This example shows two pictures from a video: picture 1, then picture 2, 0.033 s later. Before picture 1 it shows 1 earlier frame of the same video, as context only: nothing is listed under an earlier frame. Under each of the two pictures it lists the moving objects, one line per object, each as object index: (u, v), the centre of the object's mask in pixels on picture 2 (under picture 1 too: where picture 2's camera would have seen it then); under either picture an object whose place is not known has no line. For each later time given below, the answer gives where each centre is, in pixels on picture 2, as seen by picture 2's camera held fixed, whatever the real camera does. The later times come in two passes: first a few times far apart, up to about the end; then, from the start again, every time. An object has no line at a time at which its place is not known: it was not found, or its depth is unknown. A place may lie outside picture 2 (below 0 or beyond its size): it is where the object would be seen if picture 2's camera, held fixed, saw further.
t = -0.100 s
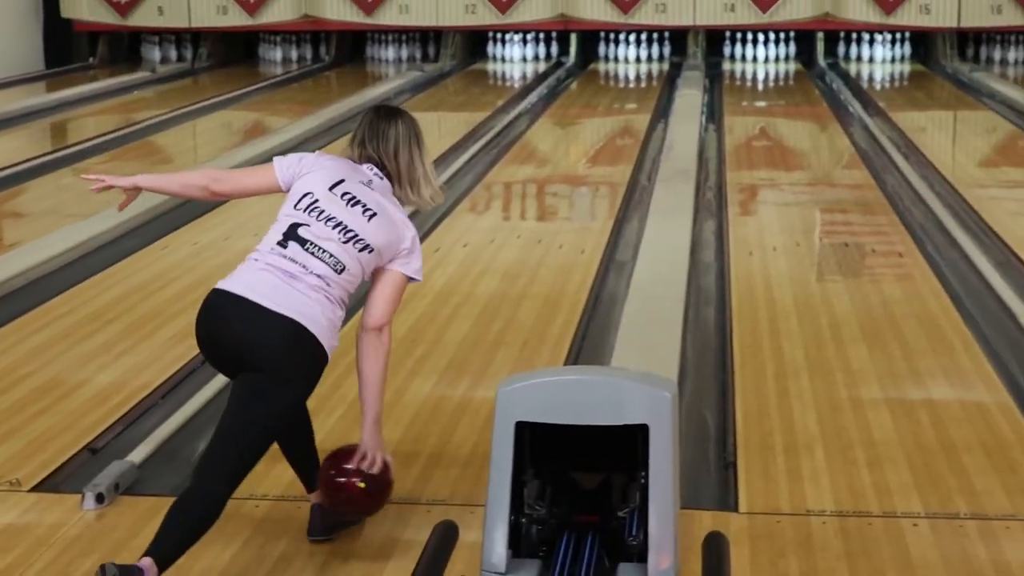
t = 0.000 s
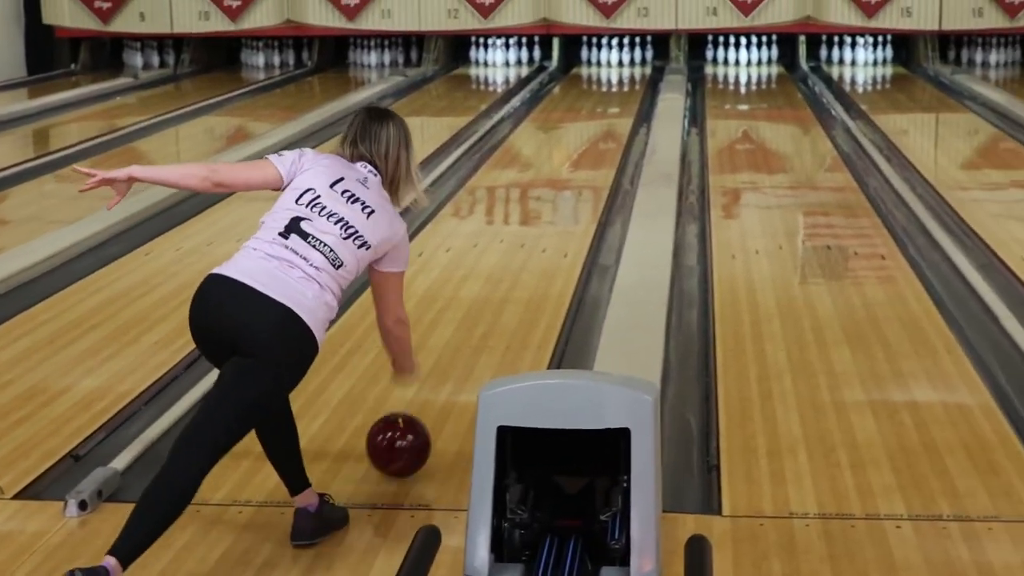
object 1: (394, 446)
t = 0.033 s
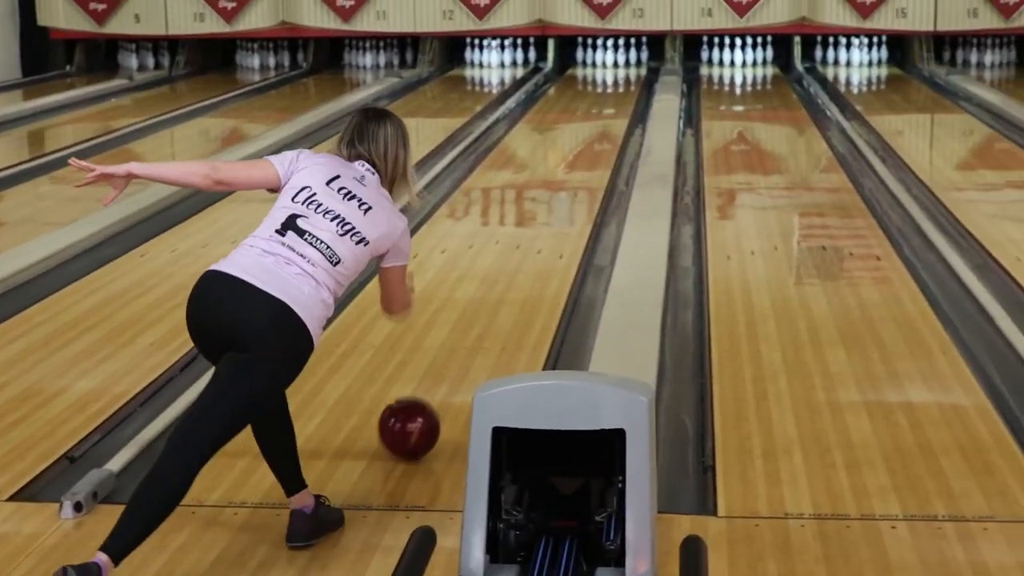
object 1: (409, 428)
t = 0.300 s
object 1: (493, 301)
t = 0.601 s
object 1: (546, 219)
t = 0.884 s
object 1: (577, 169)
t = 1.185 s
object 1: (598, 132)
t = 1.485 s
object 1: (612, 106)
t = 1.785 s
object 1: (619, 87)
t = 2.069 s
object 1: (619, 74)
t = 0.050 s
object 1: (416, 417)
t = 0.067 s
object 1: (423, 407)
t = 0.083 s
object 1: (429, 397)
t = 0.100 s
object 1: (435, 388)
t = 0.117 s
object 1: (441, 379)
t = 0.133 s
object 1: (447, 371)
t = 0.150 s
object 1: (452, 363)
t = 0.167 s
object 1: (457, 355)
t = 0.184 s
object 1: (462, 347)
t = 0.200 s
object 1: (467, 340)
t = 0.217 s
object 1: (472, 333)
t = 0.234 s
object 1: (476, 326)
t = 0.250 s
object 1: (481, 319)
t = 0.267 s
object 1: (485, 313)
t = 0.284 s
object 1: (489, 306)
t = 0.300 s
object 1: (493, 301)
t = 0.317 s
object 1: (497, 295)
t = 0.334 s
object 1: (501, 289)
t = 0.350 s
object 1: (504, 284)
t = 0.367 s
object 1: (507, 278)
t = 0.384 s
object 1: (511, 273)
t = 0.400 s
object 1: (514, 268)
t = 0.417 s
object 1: (517, 264)
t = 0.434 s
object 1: (520, 259)
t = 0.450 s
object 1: (523, 254)
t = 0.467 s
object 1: (526, 250)
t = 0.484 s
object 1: (529, 245)
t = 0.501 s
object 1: (531, 241)
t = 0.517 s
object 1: (534, 237)
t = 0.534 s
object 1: (536, 233)
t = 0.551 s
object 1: (539, 229)
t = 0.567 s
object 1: (541, 226)
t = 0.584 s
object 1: (544, 222)
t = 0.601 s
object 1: (546, 219)
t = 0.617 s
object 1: (548, 215)
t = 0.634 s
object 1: (550, 212)
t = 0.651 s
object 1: (552, 208)
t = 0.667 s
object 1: (554, 205)
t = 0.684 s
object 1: (556, 202)
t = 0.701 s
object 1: (558, 199)
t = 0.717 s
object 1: (560, 196)
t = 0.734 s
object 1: (562, 193)
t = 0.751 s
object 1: (564, 190)
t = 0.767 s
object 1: (565, 188)
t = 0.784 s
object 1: (567, 185)
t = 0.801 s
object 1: (568, 182)
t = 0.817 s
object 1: (570, 179)
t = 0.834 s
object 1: (572, 177)
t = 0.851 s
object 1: (574, 174)
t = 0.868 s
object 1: (575, 172)
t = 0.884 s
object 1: (577, 169)
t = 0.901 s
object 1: (578, 167)
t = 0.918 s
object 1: (579, 165)
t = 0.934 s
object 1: (581, 162)
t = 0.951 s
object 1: (582, 160)
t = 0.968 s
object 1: (583, 158)
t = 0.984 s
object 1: (585, 156)
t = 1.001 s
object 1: (586, 154)
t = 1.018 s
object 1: (587, 152)
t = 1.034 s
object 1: (588, 150)
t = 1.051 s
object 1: (590, 147)
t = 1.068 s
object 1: (591, 146)
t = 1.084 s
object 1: (592, 144)
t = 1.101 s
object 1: (593, 142)
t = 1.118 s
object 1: (594, 140)
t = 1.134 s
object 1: (595, 138)
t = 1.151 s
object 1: (596, 136)
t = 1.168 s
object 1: (597, 134)
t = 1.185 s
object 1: (598, 132)
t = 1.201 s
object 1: (599, 131)
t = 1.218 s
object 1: (600, 129)
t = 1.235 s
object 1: (601, 128)
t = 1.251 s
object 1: (602, 126)
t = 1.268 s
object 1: (602, 124)
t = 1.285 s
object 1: (603, 123)
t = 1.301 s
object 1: (604, 121)
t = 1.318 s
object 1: (605, 120)
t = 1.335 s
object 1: (606, 118)
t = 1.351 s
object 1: (606, 117)
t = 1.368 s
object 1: (607, 116)
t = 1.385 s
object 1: (608, 114)
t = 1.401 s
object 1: (608, 113)
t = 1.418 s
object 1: (609, 112)
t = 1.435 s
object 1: (610, 110)
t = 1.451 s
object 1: (610, 109)
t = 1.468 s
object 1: (611, 108)
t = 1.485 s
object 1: (612, 106)
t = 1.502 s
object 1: (612, 105)
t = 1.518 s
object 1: (613, 104)
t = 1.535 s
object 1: (613, 103)
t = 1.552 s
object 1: (614, 102)
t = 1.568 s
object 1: (614, 101)
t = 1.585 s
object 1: (615, 100)
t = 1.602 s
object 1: (615, 98)
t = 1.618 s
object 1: (616, 97)
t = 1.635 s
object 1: (616, 96)
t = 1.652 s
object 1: (616, 95)
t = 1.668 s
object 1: (617, 94)
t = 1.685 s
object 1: (617, 93)
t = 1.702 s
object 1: (617, 92)
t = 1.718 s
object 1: (617, 91)
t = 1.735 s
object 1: (618, 90)
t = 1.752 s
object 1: (618, 89)
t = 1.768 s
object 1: (618, 88)
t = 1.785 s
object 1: (619, 87)
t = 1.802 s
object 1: (619, 86)
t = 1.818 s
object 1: (619, 85)
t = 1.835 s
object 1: (619, 85)
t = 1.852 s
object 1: (619, 84)
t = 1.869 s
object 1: (619, 83)
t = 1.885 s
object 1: (619, 82)
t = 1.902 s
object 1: (619, 81)
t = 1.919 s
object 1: (619, 81)
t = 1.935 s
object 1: (619, 80)
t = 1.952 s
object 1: (619, 79)
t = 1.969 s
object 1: (619, 78)
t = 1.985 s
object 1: (619, 77)
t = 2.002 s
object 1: (619, 76)
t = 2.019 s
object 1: (619, 76)
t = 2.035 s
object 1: (619, 75)
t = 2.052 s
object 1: (619, 75)
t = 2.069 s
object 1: (619, 74)
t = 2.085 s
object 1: (618, 73)
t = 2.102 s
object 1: (618, 73)
